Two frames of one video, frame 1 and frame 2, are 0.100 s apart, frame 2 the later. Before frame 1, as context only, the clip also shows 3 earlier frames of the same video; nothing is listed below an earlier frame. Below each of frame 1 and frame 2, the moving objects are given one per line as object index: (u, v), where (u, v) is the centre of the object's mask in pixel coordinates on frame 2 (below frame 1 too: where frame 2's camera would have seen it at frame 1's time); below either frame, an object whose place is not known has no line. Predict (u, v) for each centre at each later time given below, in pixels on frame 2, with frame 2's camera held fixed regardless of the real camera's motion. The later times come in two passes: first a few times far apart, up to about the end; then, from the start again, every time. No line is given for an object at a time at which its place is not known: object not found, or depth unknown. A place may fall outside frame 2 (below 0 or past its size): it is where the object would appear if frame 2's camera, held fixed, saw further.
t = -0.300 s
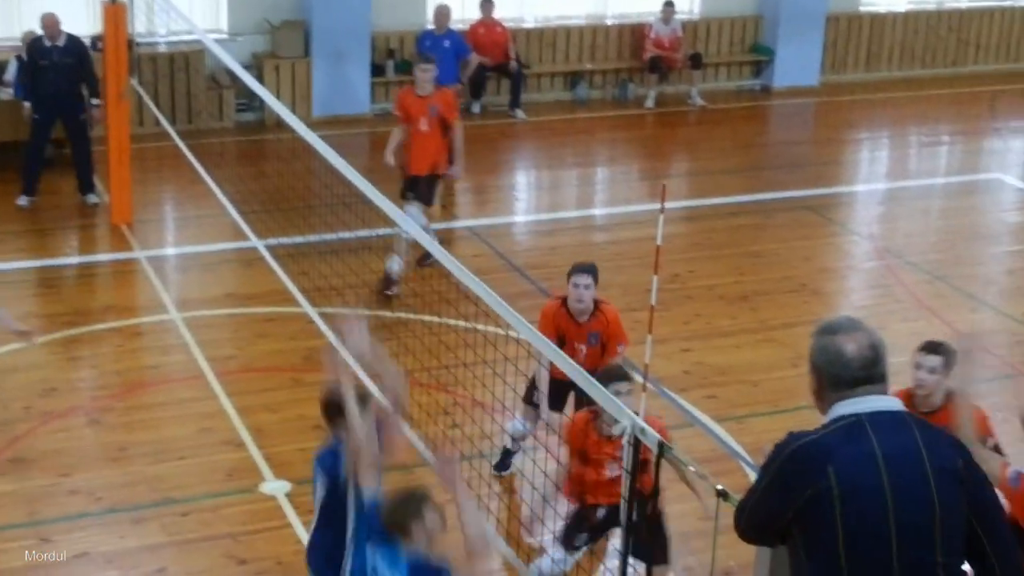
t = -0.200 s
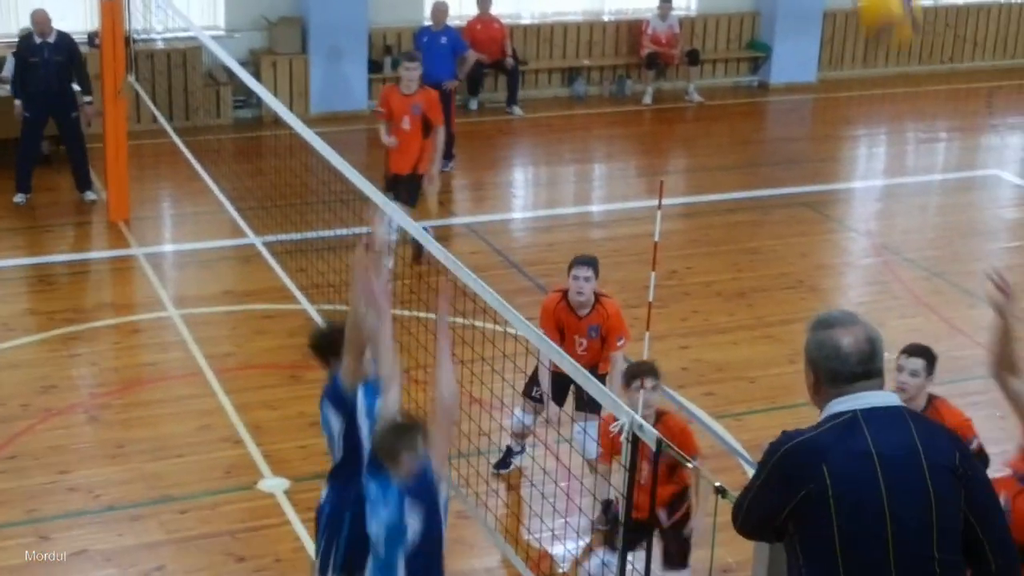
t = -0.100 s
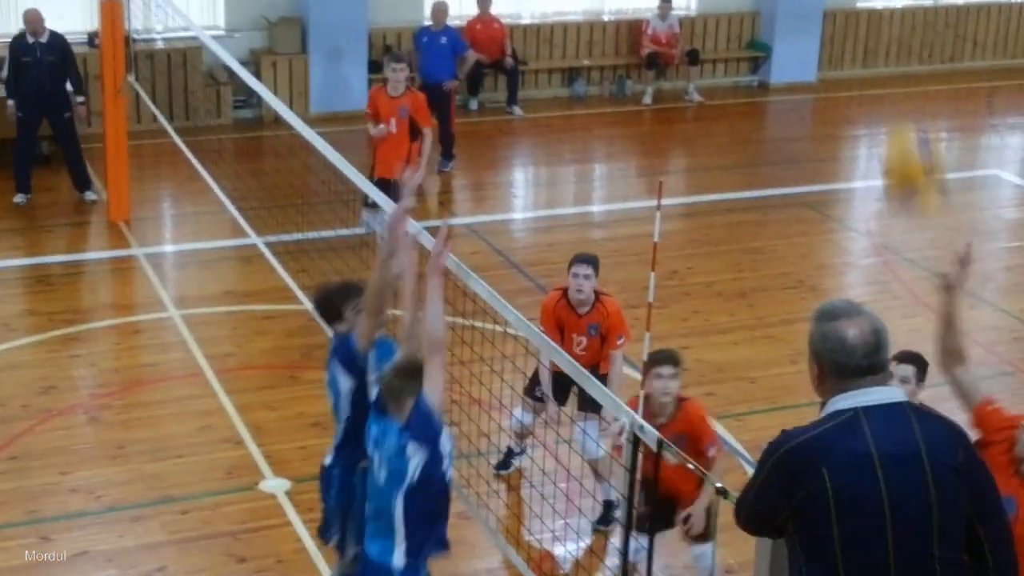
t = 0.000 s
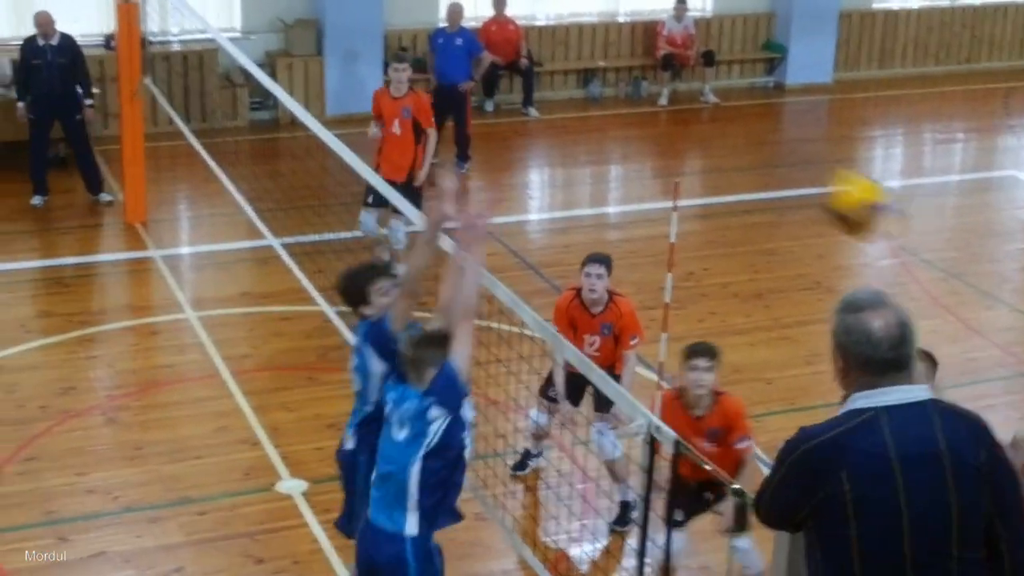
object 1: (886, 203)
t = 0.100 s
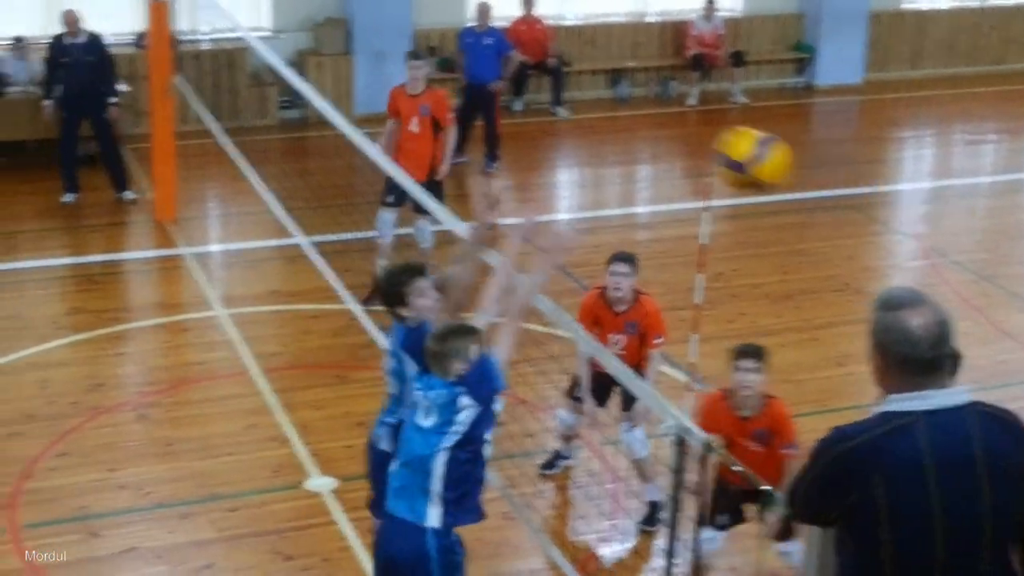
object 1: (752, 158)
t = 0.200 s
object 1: (619, 142)
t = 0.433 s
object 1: (344, 201)
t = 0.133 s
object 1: (707, 150)
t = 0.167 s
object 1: (660, 143)
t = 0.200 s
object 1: (619, 142)
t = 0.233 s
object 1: (576, 144)
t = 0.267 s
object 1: (536, 146)
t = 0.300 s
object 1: (496, 153)
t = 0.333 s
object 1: (458, 163)
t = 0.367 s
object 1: (419, 175)
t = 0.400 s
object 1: (378, 194)
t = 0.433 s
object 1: (344, 201)
